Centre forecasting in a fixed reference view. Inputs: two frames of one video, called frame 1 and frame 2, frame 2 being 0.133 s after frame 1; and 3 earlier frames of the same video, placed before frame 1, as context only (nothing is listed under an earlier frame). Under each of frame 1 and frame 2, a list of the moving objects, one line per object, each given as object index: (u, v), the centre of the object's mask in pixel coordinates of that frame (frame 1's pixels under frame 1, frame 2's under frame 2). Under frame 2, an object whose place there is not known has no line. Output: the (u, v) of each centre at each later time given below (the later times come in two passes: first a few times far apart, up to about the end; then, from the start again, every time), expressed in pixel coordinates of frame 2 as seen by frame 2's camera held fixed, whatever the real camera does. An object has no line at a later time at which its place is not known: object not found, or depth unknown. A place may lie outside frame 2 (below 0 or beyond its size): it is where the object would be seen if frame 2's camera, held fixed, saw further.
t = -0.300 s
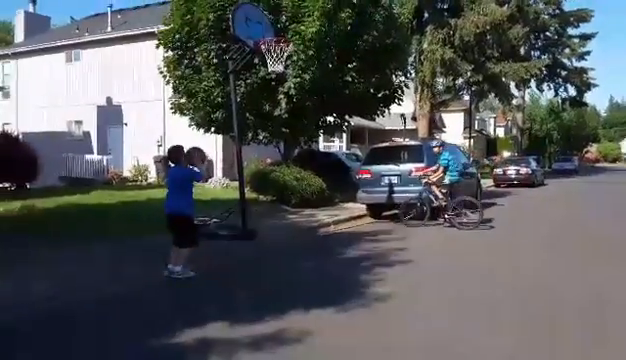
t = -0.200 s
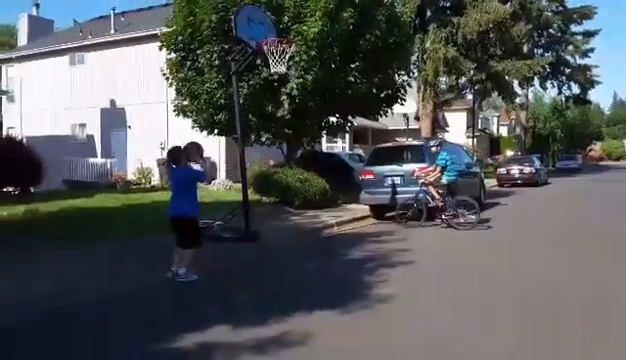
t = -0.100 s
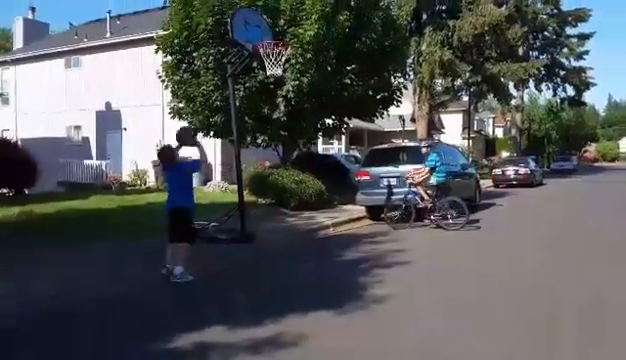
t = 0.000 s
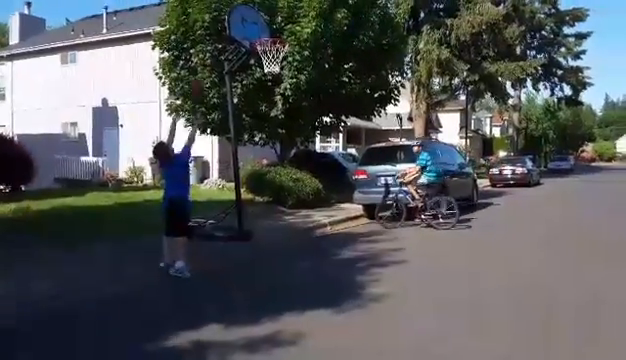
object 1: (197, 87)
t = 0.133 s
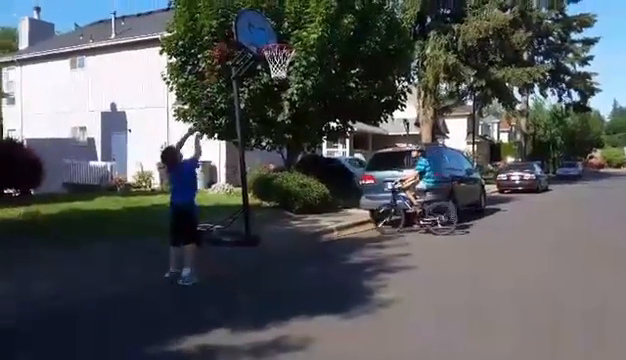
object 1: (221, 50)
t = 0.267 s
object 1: (238, 23)
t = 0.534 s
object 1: (269, 9)
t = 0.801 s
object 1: (294, 43)
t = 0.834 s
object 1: (296, 44)
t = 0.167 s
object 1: (225, 41)
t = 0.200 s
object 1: (229, 35)
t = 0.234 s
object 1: (234, 27)
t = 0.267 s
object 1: (238, 23)
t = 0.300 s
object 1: (242, 19)
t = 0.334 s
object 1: (247, 14)
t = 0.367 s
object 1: (250, 11)
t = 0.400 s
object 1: (254, 10)
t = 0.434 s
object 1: (257, 8)
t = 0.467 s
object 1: (261, 8)
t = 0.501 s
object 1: (265, 7)
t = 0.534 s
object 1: (269, 9)
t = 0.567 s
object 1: (271, 12)
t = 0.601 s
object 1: (275, 15)
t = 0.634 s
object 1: (278, 19)
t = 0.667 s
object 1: (282, 22)
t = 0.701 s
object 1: (286, 27)
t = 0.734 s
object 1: (288, 32)
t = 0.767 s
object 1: (291, 38)
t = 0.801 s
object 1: (294, 43)
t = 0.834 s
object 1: (296, 44)
